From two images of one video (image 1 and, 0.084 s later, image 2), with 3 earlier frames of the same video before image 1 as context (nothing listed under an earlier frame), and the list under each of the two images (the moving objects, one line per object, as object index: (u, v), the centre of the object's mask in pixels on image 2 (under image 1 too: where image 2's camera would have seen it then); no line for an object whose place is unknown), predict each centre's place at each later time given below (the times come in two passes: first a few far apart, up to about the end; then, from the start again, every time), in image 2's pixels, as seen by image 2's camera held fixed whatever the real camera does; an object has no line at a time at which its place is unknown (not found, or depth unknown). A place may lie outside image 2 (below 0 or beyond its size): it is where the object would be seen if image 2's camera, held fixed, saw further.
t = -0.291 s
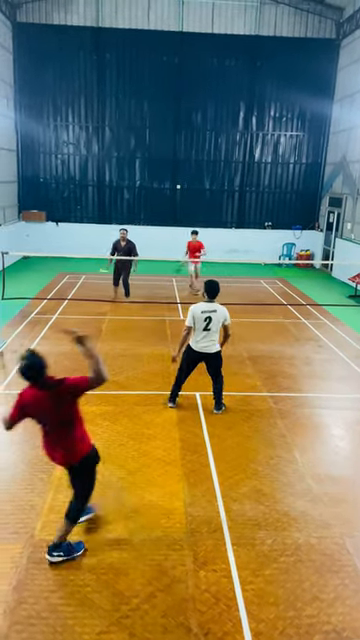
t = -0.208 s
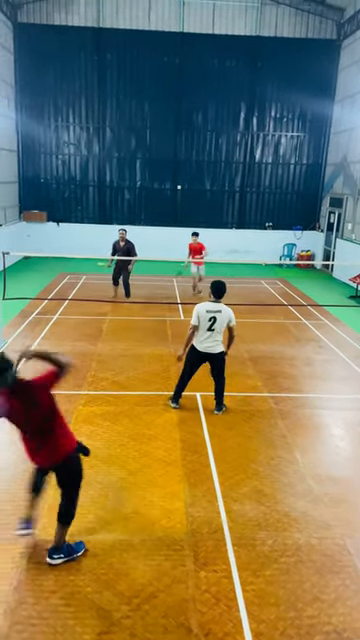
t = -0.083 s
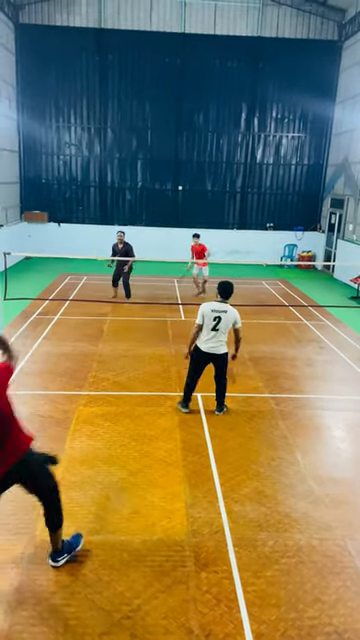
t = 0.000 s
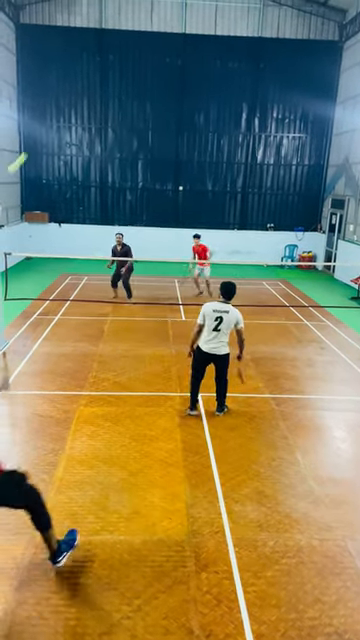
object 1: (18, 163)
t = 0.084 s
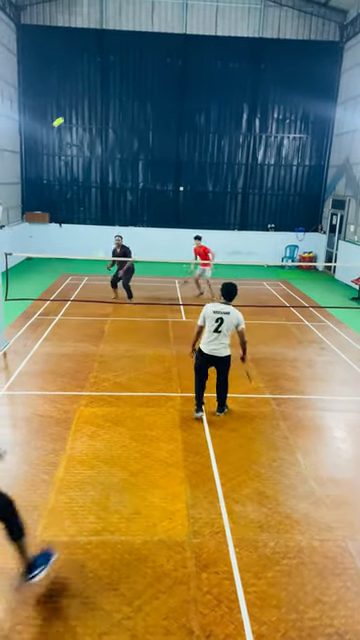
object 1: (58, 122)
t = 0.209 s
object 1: (84, 104)
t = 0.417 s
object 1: (103, 106)
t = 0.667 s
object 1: (114, 130)
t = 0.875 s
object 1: (121, 161)
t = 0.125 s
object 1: (69, 112)
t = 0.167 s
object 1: (77, 107)
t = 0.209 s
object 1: (84, 104)
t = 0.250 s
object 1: (89, 101)
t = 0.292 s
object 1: (93, 101)
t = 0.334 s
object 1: (97, 102)
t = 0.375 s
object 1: (100, 104)
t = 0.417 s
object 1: (103, 106)
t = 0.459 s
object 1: (105, 109)
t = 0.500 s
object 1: (107, 112)
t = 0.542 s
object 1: (109, 116)
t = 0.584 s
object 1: (111, 121)
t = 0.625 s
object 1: (113, 125)
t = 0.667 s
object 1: (114, 130)
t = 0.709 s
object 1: (116, 136)
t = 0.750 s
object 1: (117, 142)
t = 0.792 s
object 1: (119, 148)
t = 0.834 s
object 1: (120, 154)
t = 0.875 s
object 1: (121, 161)
